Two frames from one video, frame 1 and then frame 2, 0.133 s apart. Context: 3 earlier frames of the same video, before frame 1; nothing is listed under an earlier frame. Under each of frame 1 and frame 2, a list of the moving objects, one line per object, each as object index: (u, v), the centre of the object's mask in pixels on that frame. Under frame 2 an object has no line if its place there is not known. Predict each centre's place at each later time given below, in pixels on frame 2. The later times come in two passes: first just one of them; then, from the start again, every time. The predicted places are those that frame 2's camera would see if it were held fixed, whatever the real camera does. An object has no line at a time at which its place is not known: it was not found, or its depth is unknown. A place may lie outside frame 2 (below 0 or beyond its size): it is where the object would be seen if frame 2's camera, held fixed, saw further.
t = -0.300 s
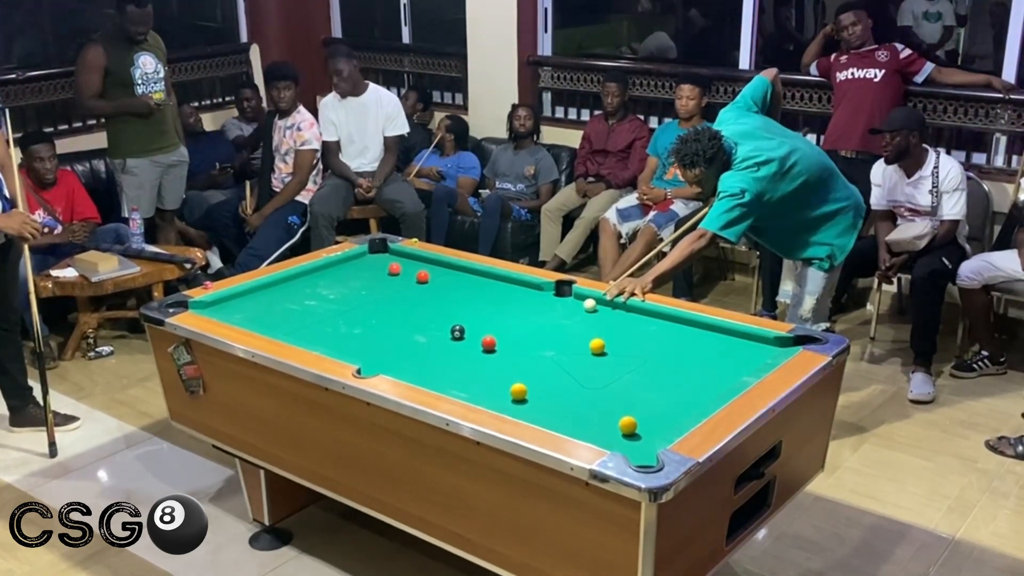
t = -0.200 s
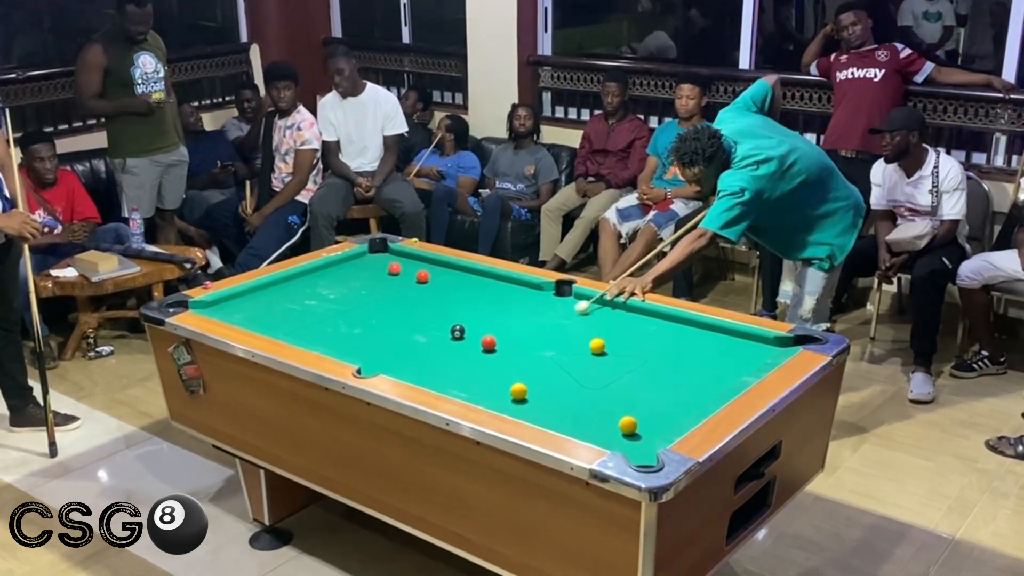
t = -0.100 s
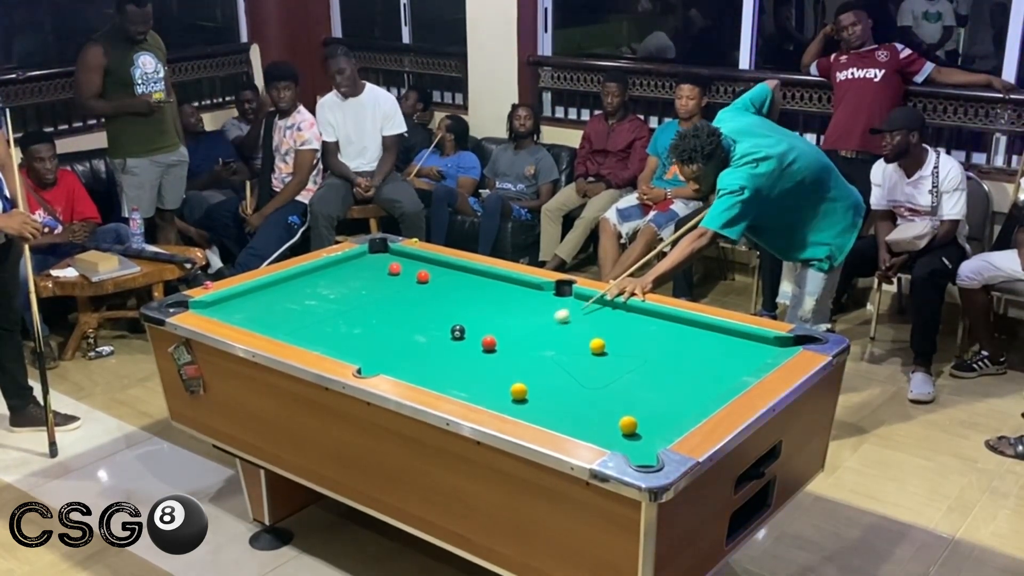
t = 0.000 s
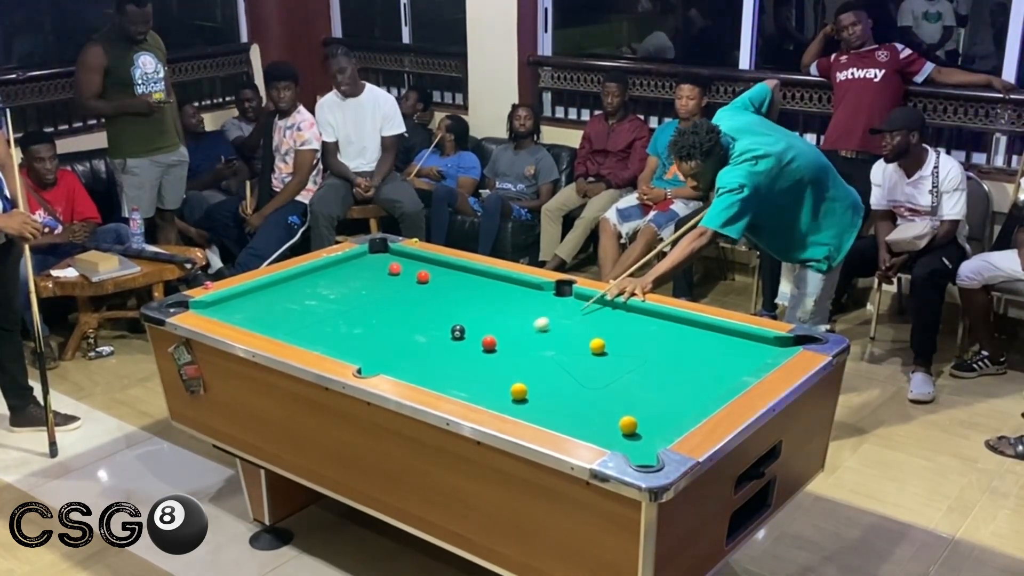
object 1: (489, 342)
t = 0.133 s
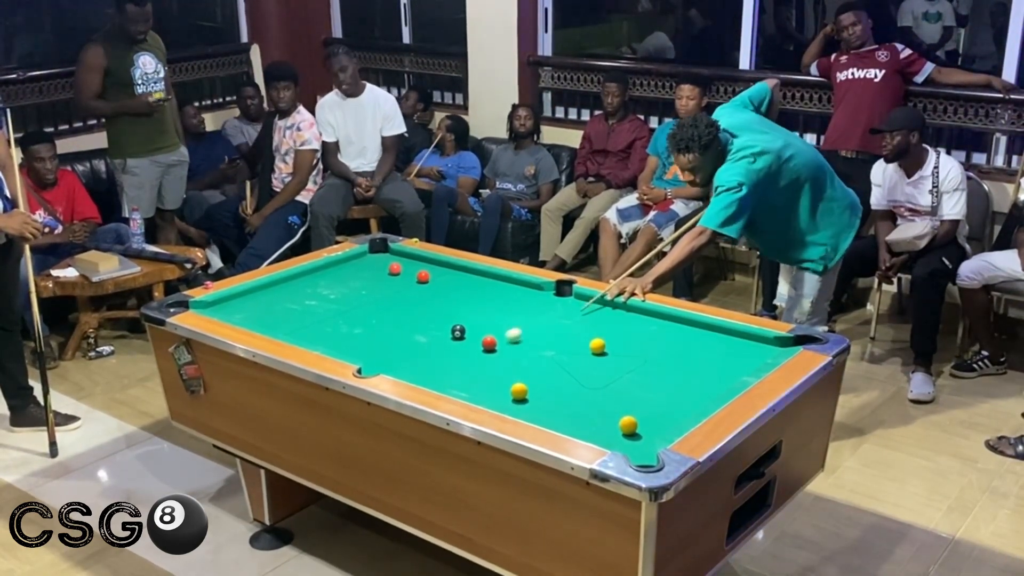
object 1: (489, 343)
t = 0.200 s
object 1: (487, 343)
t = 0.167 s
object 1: (489, 343)
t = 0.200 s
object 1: (487, 343)
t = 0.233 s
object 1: (480, 345)
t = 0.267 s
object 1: (474, 347)
